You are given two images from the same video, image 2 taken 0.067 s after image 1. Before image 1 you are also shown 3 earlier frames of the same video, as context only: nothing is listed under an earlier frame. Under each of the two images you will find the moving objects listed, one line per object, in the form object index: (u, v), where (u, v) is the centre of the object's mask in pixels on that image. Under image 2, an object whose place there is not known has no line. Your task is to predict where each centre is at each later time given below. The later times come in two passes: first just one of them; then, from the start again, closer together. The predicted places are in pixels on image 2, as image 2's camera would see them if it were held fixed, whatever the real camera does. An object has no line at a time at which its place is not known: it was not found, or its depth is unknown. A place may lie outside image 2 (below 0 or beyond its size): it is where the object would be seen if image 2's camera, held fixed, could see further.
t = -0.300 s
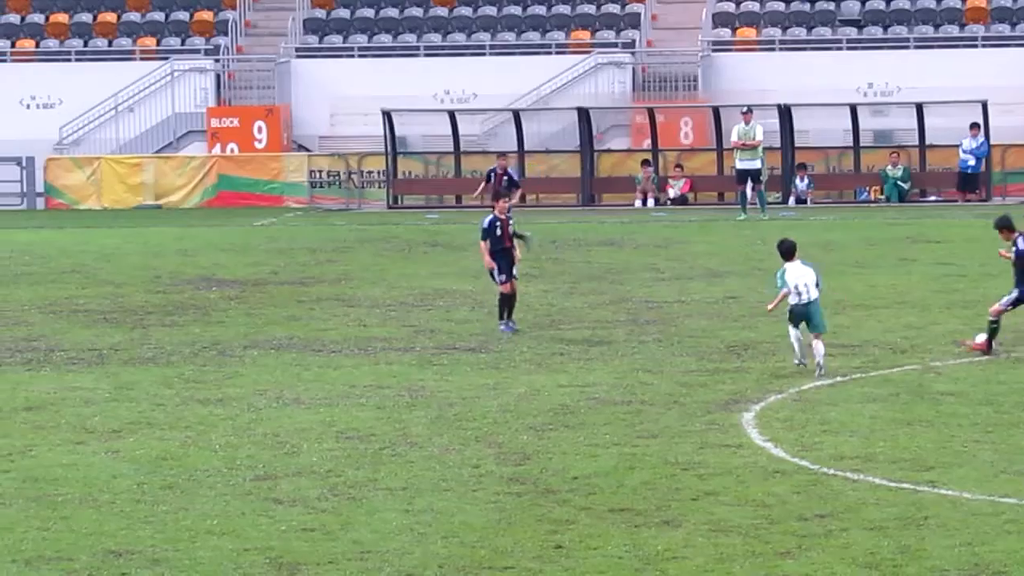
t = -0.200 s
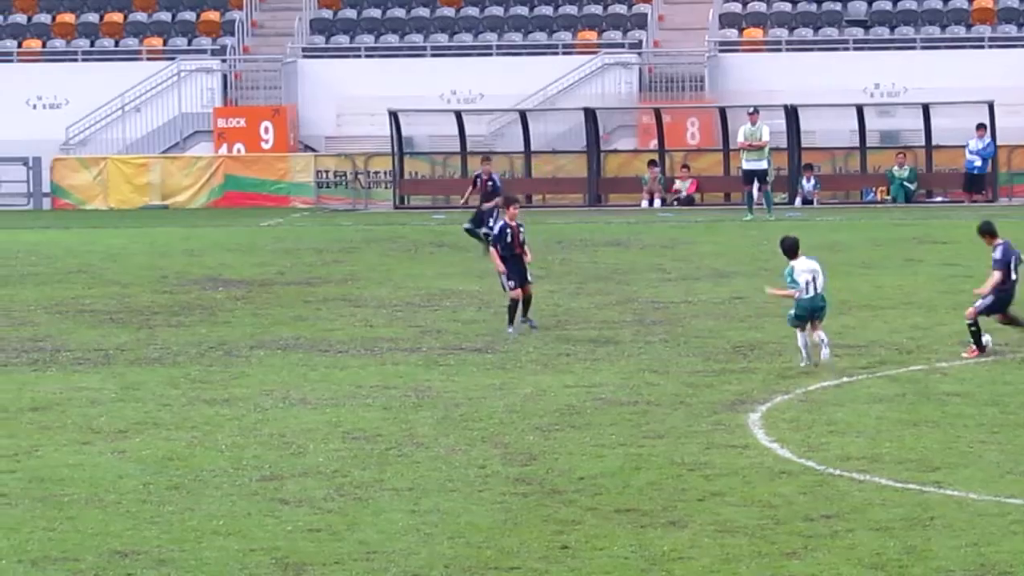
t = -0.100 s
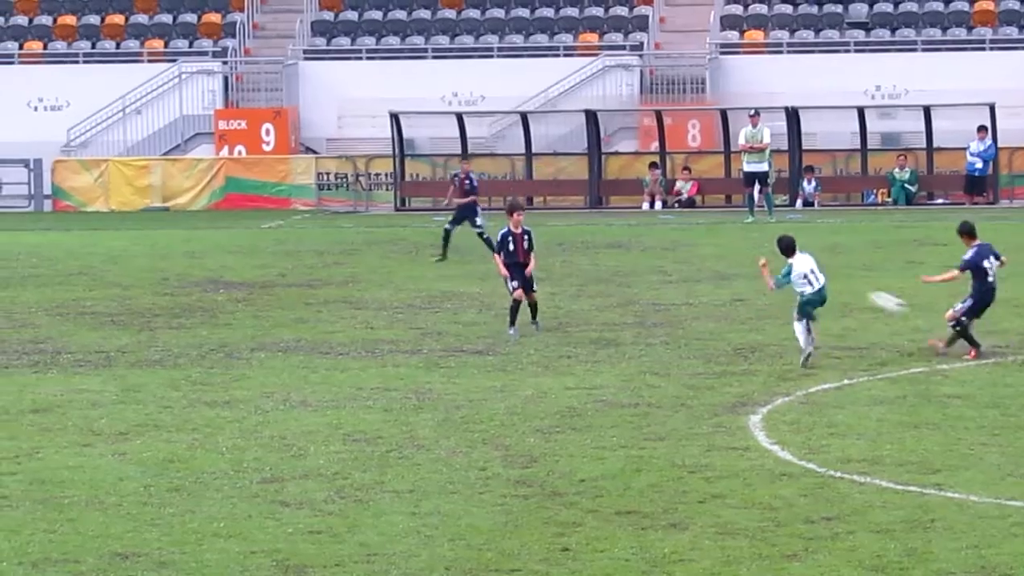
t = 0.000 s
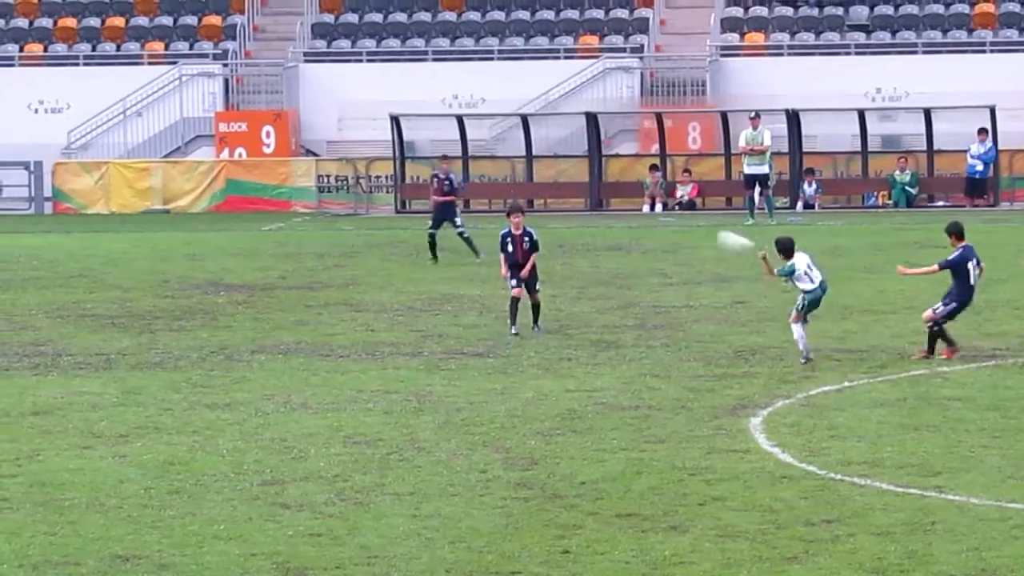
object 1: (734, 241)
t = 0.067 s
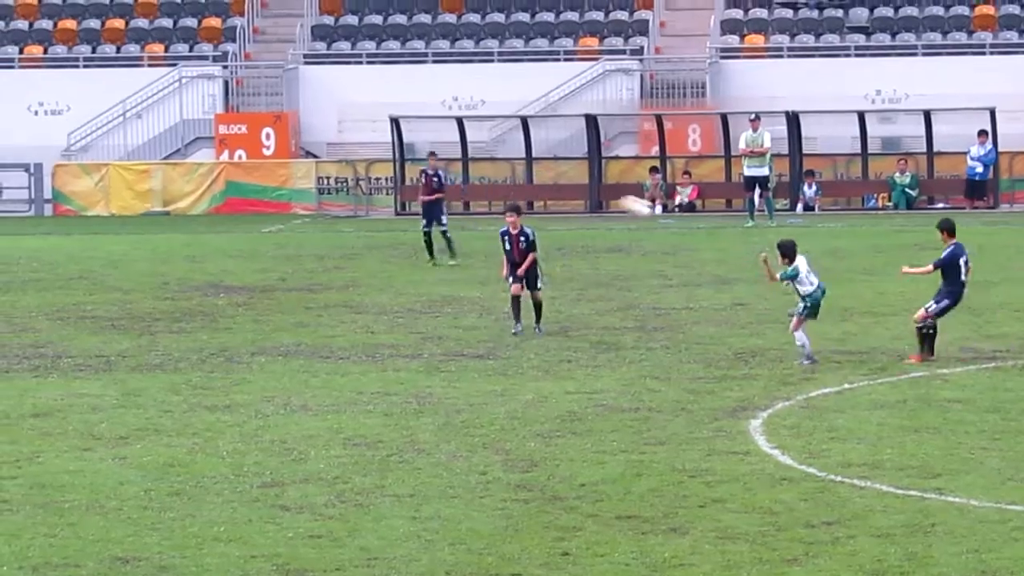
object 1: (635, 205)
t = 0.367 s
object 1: (235, 74)
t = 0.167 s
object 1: (495, 154)
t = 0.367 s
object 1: (235, 74)
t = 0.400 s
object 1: (197, 64)
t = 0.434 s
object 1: (156, 54)
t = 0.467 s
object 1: (115, 43)
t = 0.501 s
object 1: (76, 35)
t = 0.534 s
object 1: (36, 27)
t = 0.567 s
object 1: (-4, 18)
